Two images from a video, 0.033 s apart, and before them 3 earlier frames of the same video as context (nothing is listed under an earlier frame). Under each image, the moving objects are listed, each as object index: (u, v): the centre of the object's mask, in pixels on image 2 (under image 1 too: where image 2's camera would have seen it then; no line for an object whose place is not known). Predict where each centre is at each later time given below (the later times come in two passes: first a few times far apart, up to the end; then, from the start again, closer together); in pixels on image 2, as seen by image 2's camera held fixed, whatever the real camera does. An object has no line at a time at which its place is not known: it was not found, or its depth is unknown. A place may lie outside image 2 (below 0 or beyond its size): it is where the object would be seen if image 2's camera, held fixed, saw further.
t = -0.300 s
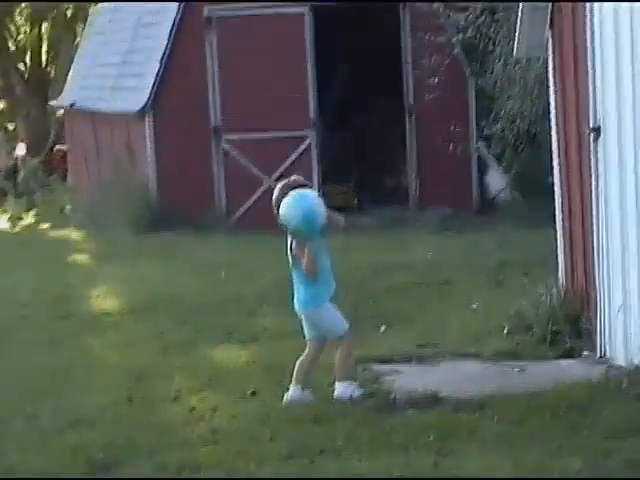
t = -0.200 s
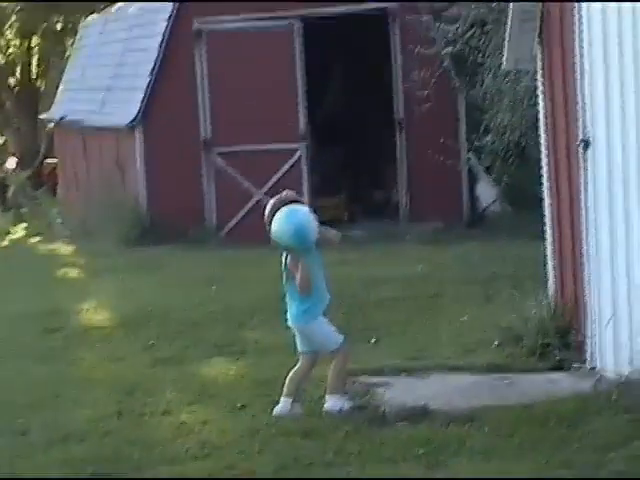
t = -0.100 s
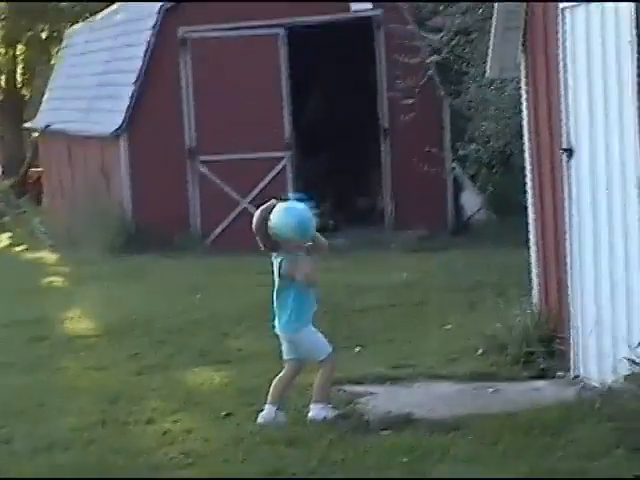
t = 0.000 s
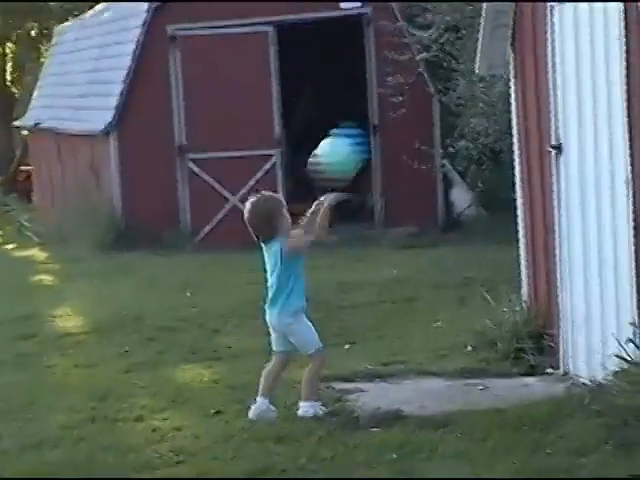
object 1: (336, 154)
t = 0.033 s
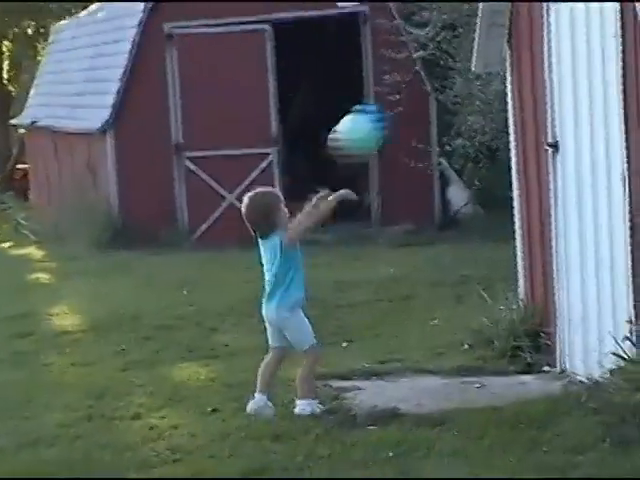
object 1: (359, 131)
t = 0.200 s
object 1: (475, 73)
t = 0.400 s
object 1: (558, 86)
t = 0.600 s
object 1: (447, 178)
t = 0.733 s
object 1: (379, 280)
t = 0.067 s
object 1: (383, 115)
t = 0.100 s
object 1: (405, 102)
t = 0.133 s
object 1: (429, 89)
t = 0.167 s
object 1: (452, 80)
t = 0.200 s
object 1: (475, 73)
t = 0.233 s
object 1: (498, 69)
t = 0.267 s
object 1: (521, 68)
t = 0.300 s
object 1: (543, 67)
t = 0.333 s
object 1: (571, 72)
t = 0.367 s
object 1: (582, 77)
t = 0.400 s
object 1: (558, 86)
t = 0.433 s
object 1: (539, 96)
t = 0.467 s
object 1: (520, 107)
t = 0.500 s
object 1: (501, 122)
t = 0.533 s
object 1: (482, 137)
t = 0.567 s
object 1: (463, 157)
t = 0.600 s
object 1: (447, 178)
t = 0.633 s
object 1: (426, 202)
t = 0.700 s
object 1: (396, 251)
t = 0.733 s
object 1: (379, 280)
